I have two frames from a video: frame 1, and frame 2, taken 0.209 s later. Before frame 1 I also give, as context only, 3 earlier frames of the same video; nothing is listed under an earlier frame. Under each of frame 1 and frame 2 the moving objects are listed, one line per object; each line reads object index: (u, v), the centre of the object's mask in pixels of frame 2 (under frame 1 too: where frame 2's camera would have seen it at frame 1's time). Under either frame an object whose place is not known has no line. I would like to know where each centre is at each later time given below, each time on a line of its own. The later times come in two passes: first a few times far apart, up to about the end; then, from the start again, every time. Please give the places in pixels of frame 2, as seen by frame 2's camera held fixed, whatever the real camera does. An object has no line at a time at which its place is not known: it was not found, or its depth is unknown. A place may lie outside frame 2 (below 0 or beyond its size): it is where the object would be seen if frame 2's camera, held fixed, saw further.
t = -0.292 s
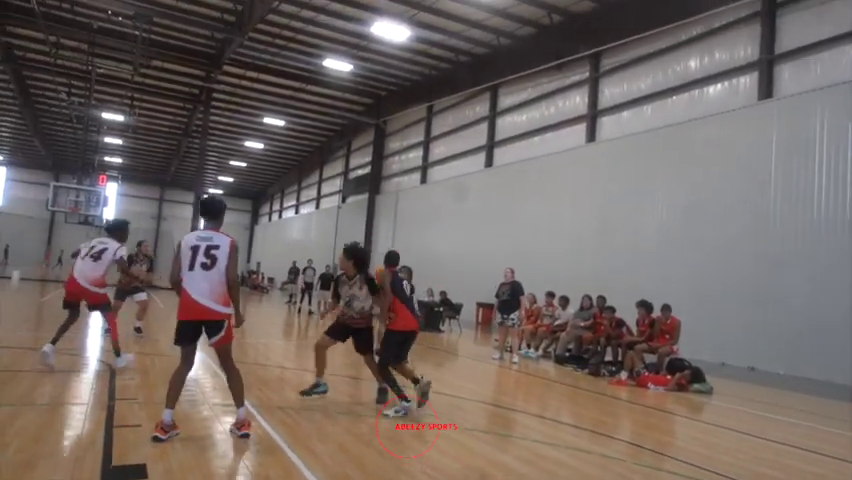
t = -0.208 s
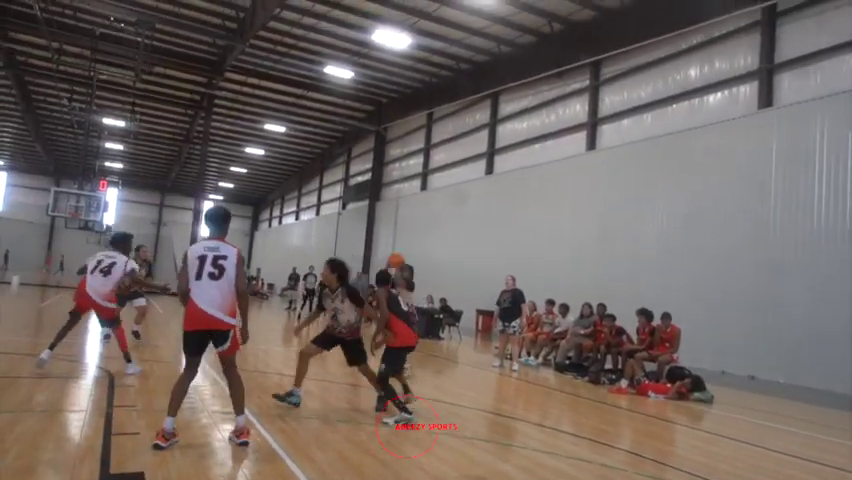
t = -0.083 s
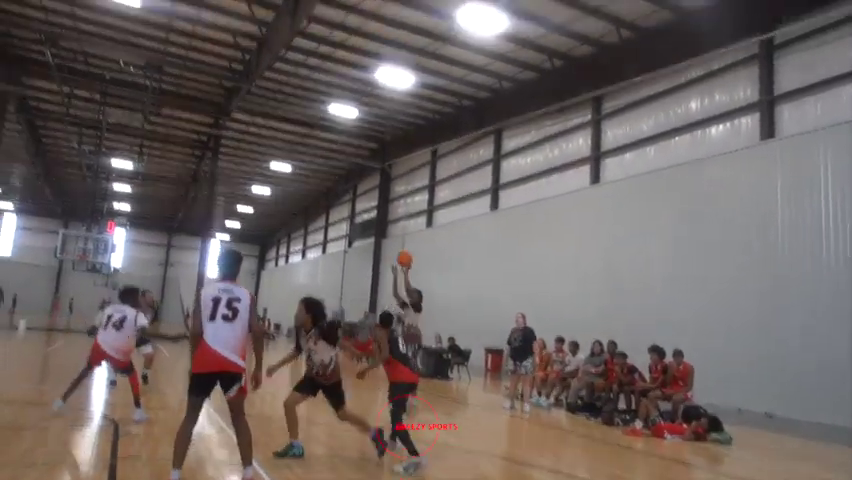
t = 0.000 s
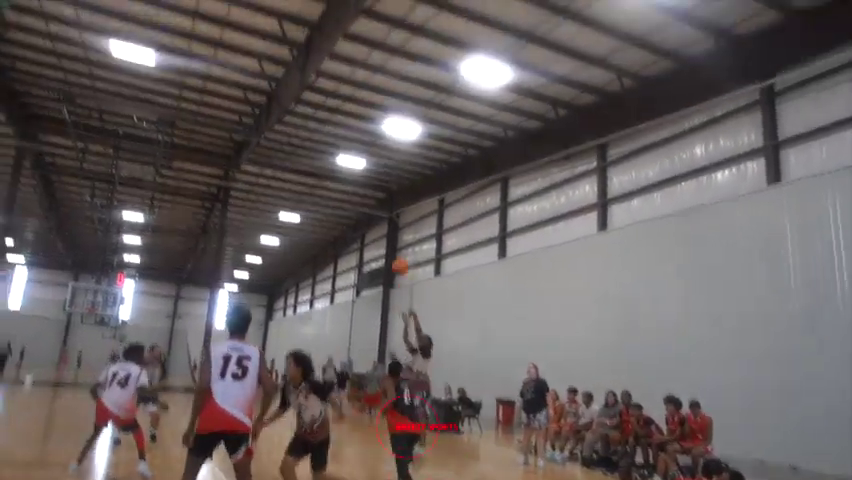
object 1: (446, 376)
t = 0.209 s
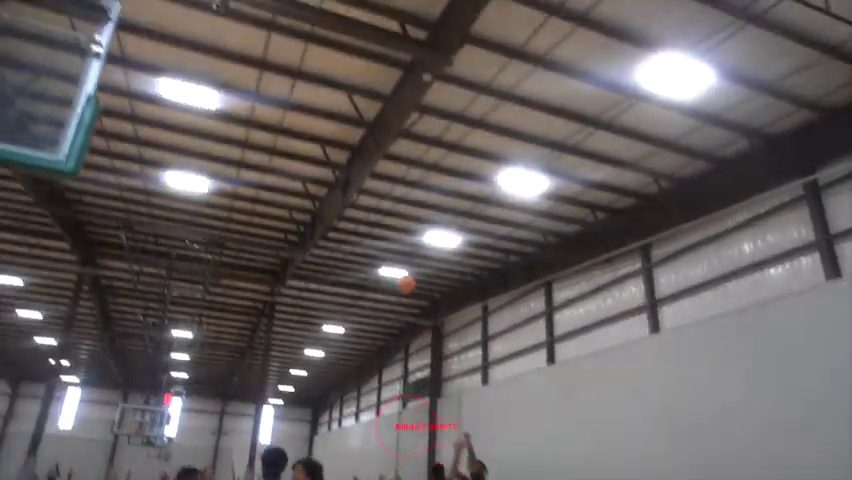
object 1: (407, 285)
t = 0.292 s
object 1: (386, 252)
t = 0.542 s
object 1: (322, 169)
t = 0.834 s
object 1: (215, 115)
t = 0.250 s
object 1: (396, 267)
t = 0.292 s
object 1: (386, 252)
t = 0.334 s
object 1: (378, 235)
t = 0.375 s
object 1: (367, 221)
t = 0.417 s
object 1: (356, 207)
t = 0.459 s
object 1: (345, 194)
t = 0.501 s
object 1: (334, 182)
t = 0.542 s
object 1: (322, 169)
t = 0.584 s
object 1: (310, 158)
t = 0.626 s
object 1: (294, 149)
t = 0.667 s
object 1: (280, 139)
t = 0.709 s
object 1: (265, 131)
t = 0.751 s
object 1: (249, 124)
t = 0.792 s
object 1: (233, 117)
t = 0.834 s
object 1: (215, 115)
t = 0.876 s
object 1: (190, 113)
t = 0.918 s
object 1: (163, 107)
